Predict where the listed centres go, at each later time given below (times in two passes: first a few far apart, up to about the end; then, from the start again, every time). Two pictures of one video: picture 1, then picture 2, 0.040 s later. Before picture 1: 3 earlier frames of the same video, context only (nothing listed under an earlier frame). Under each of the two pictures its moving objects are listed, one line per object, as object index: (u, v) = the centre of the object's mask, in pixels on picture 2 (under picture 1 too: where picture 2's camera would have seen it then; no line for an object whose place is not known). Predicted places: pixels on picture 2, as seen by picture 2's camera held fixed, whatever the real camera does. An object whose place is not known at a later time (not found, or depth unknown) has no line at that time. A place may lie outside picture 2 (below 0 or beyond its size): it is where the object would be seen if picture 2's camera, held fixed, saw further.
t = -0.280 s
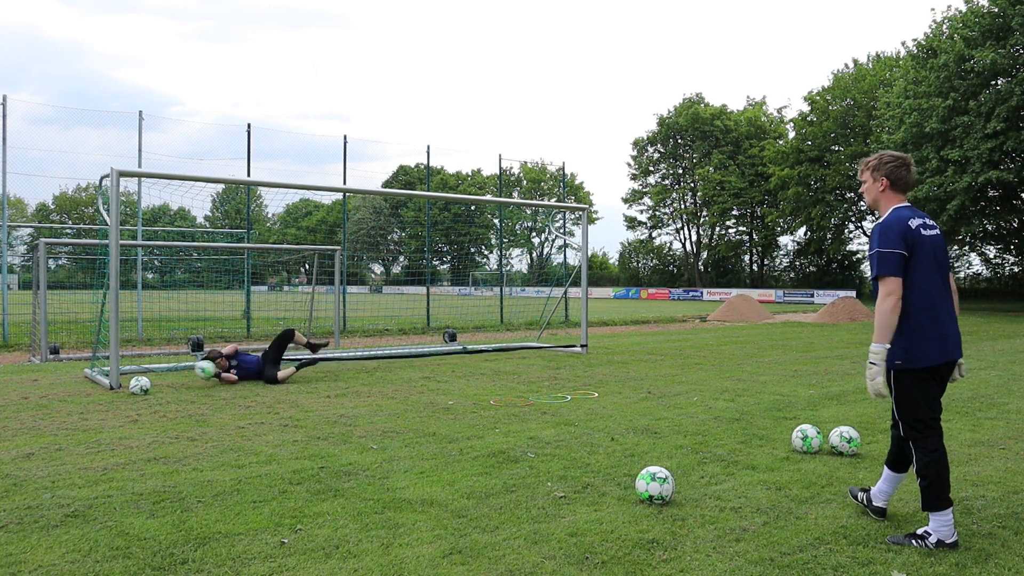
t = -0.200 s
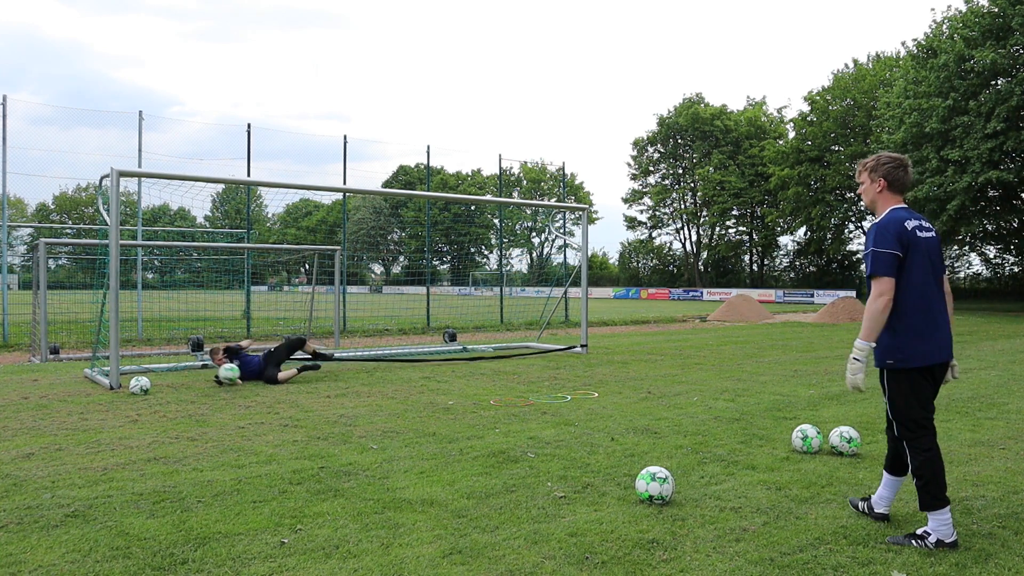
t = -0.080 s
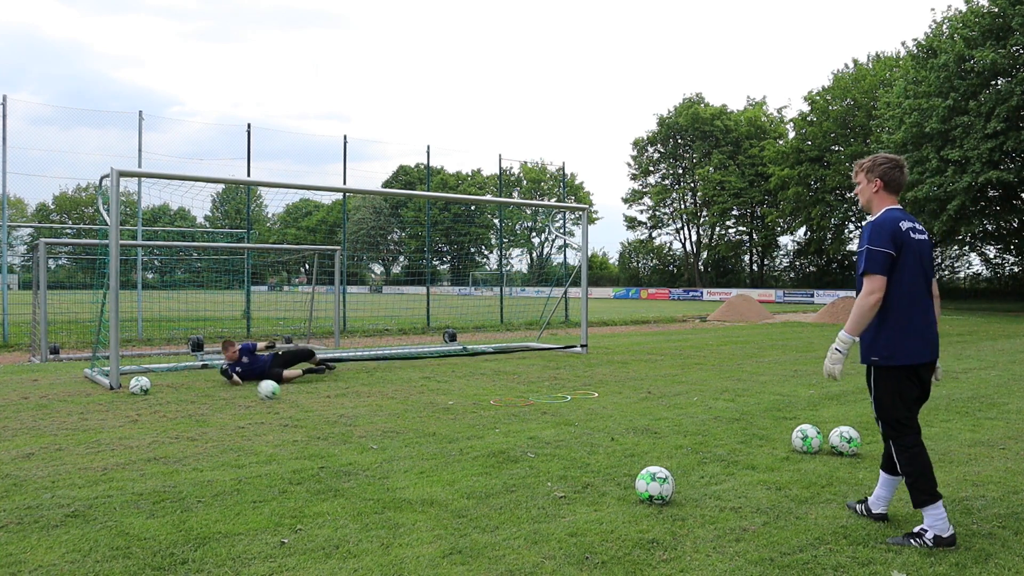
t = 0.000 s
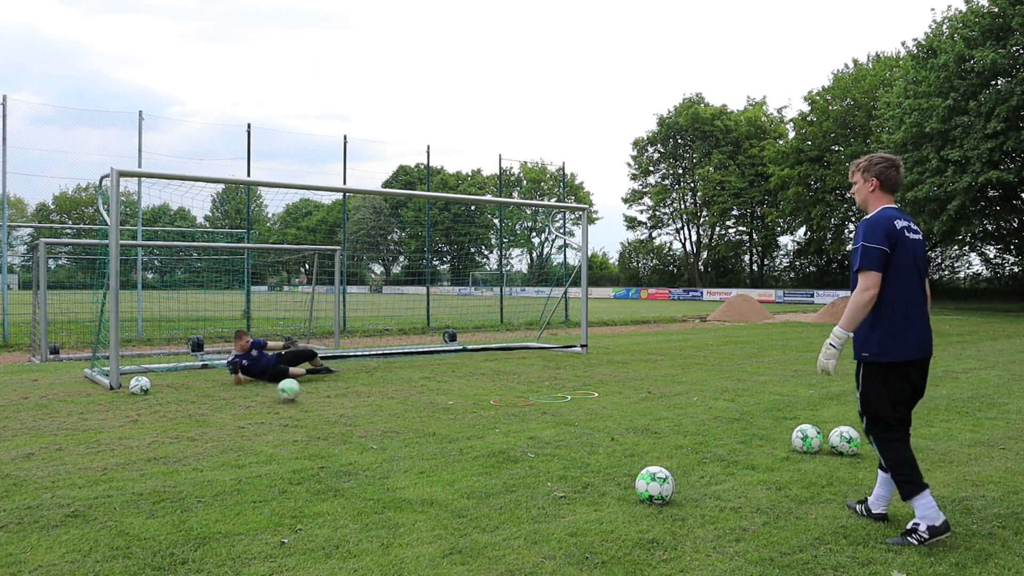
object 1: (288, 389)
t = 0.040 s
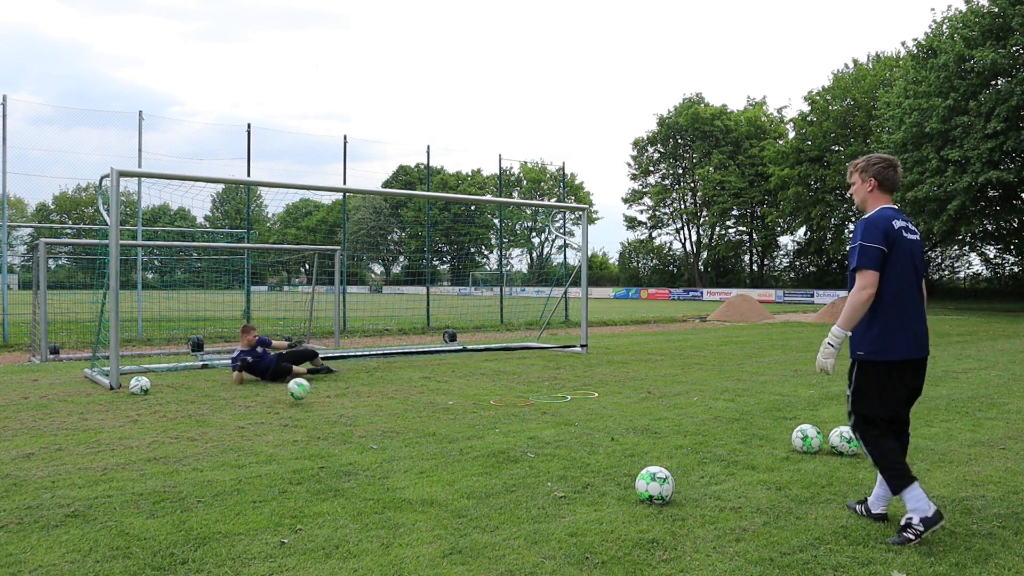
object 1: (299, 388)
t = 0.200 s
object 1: (341, 402)
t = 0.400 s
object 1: (386, 409)
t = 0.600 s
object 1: (434, 418)
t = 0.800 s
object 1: (486, 427)
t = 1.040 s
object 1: (549, 436)
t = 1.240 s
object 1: (605, 445)
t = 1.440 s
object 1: (662, 453)
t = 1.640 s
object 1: (717, 459)
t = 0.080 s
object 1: (309, 389)
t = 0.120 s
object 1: (319, 392)
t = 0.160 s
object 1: (330, 397)
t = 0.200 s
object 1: (341, 402)
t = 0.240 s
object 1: (349, 401)
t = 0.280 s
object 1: (358, 400)
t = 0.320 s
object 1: (367, 401)
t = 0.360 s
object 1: (377, 404)
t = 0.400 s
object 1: (386, 409)
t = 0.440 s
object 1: (395, 411)
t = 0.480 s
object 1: (404, 411)
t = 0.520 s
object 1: (414, 413)
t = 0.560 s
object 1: (423, 415)
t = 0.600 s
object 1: (434, 418)
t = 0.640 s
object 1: (444, 420)
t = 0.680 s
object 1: (454, 420)
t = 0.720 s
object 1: (465, 422)
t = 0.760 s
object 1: (475, 425)
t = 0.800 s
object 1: (486, 427)
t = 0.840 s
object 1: (497, 427)
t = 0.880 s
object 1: (507, 429)
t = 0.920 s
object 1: (517, 430)
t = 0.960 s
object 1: (528, 433)
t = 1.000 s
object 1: (539, 435)
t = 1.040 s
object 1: (549, 436)
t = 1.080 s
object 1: (561, 438)
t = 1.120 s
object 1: (571, 438)
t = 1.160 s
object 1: (583, 441)
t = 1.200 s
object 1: (594, 443)
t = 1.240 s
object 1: (605, 445)
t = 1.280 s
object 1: (616, 446)
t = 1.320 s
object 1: (627, 447)
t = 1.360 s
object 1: (639, 448)
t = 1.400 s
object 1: (650, 450)
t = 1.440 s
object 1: (662, 453)
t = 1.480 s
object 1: (673, 454)
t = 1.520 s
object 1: (684, 456)
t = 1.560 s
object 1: (695, 458)
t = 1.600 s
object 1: (706, 459)
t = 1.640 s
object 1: (717, 459)
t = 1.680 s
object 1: (728, 461)
